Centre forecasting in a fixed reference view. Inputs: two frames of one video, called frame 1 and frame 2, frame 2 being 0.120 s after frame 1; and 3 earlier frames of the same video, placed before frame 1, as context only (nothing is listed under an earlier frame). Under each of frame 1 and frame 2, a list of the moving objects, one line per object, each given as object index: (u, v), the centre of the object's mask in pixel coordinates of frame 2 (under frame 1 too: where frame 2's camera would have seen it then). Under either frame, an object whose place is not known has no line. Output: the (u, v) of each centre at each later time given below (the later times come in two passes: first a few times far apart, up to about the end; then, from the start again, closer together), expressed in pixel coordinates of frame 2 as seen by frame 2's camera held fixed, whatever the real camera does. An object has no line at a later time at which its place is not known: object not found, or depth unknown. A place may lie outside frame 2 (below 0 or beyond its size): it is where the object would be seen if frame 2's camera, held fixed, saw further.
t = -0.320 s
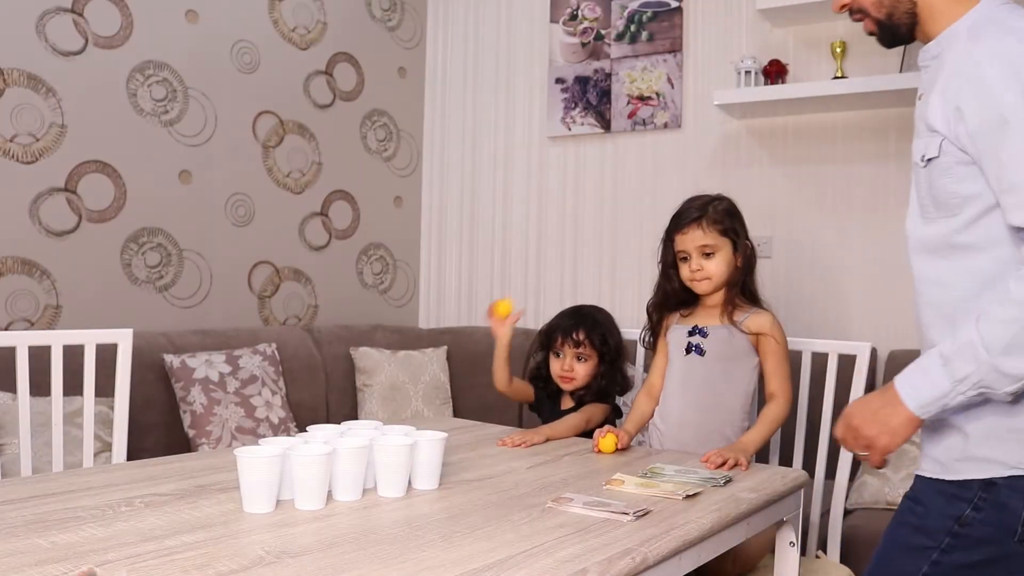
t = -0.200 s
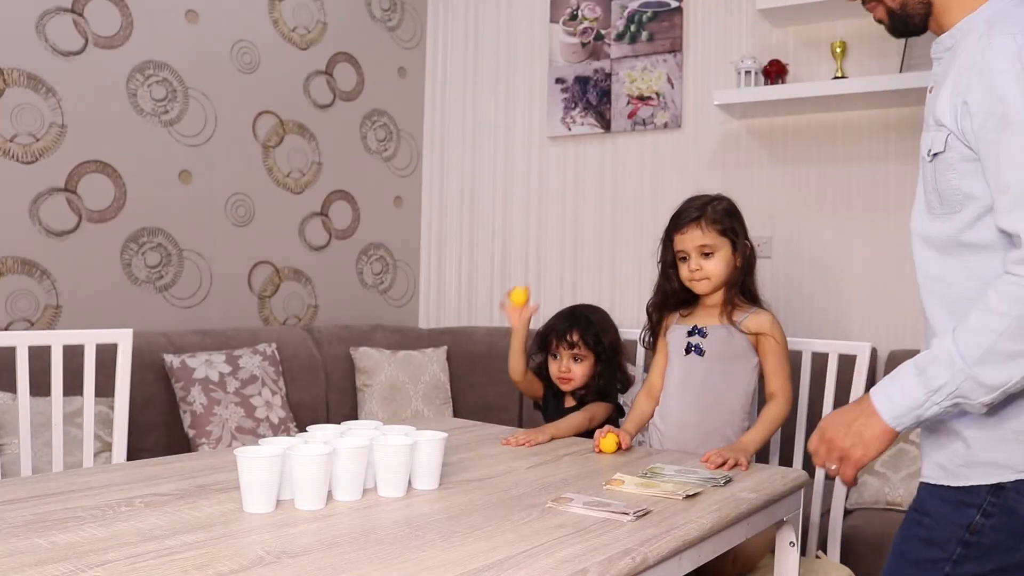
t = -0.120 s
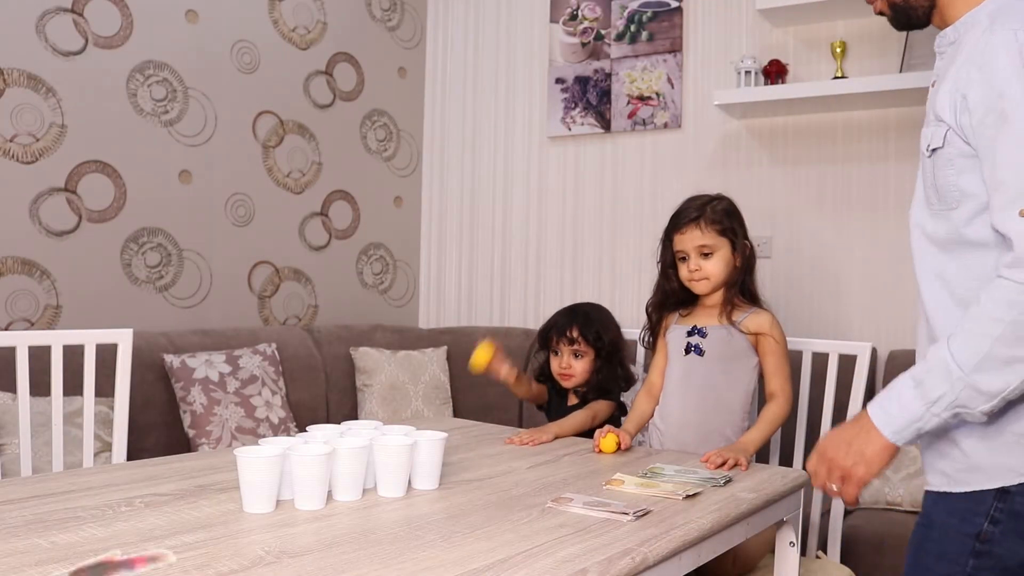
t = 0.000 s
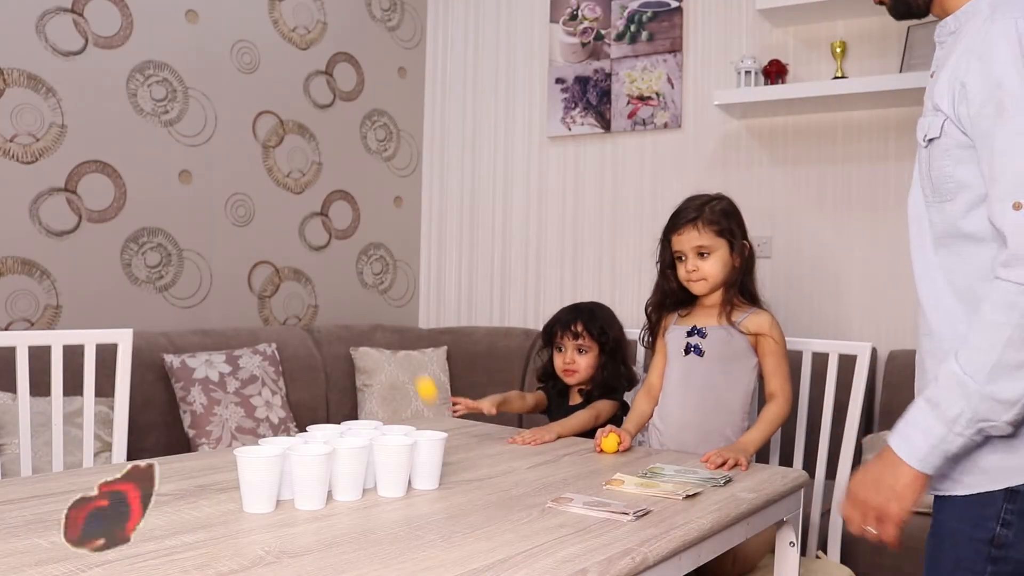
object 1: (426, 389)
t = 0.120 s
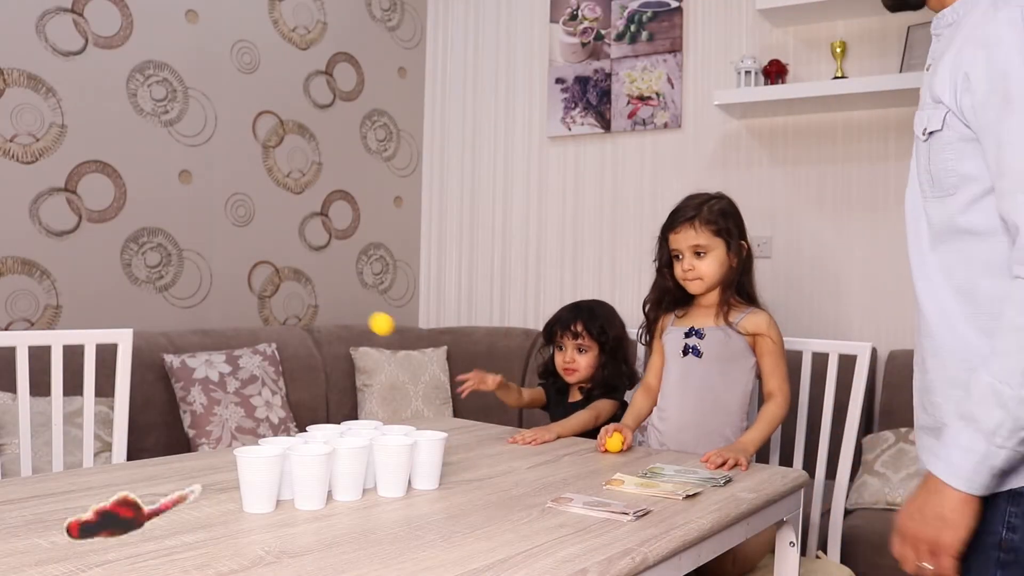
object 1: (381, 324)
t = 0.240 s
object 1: (330, 333)
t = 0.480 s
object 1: (225, 385)
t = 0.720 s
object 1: (127, 420)
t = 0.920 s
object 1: (35, 395)
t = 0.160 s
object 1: (364, 318)
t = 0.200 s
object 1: (347, 321)
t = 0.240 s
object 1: (330, 333)
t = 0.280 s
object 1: (311, 356)
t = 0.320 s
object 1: (292, 388)
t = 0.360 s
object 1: (273, 426)
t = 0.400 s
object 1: (249, 439)
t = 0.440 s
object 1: (241, 415)
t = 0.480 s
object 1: (225, 385)
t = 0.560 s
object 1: (194, 354)
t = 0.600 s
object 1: (177, 354)
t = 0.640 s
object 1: (161, 365)
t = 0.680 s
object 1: (145, 386)
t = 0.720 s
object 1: (127, 420)
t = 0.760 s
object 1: (107, 467)
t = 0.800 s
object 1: (90, 467)
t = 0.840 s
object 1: (72, 433)
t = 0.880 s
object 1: (52, 408)
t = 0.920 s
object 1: (35, 395)
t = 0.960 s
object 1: (16, 393)
